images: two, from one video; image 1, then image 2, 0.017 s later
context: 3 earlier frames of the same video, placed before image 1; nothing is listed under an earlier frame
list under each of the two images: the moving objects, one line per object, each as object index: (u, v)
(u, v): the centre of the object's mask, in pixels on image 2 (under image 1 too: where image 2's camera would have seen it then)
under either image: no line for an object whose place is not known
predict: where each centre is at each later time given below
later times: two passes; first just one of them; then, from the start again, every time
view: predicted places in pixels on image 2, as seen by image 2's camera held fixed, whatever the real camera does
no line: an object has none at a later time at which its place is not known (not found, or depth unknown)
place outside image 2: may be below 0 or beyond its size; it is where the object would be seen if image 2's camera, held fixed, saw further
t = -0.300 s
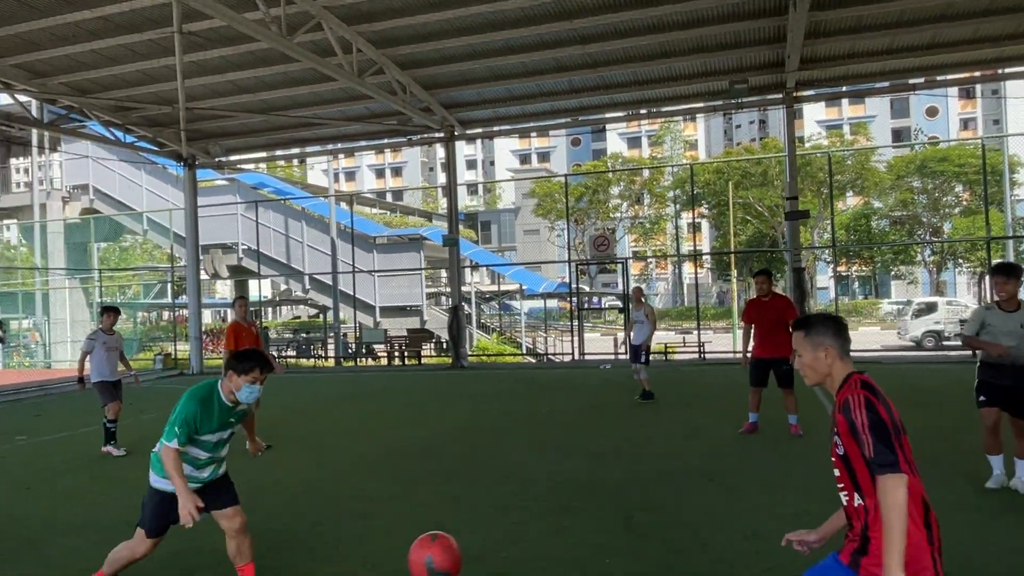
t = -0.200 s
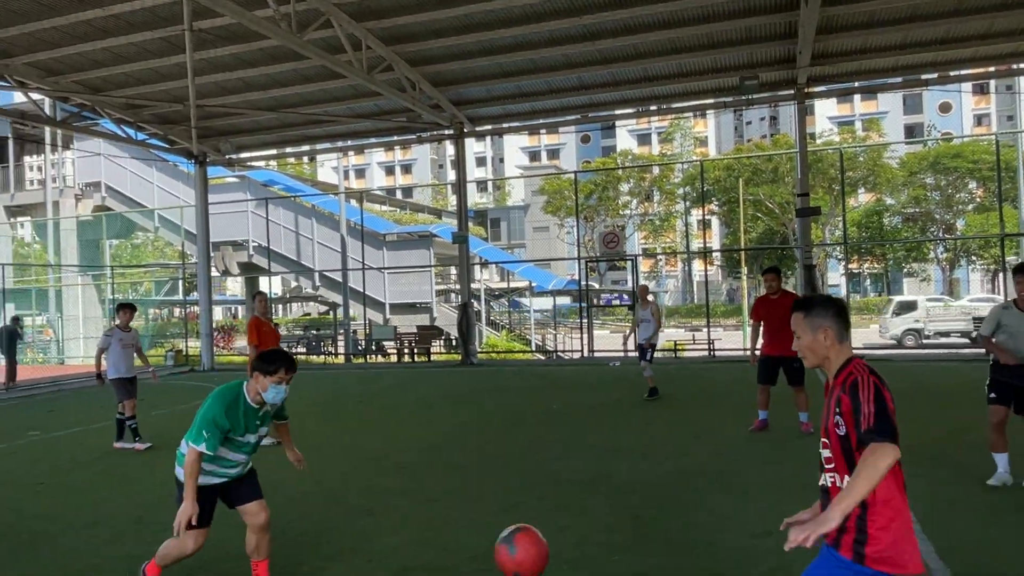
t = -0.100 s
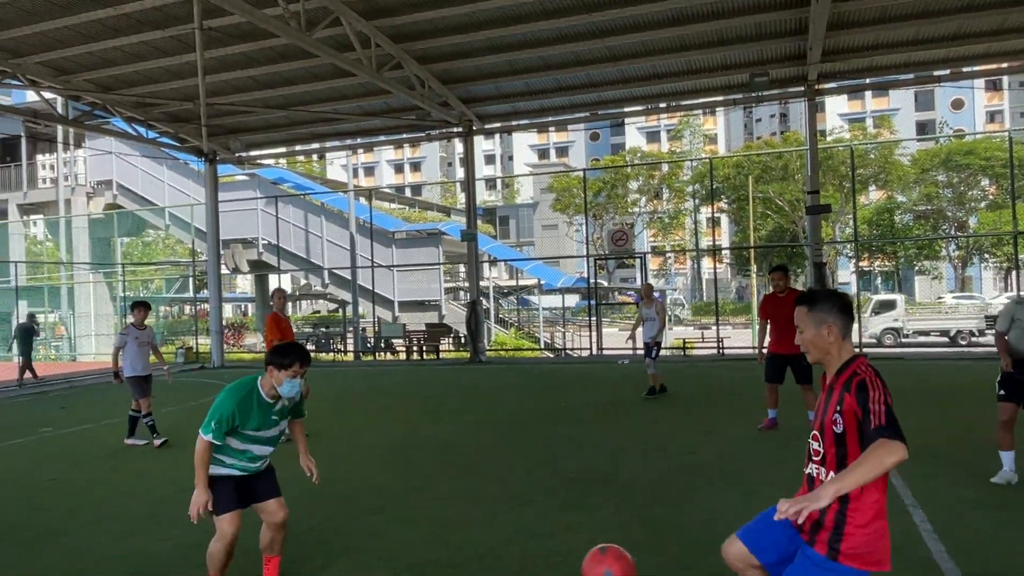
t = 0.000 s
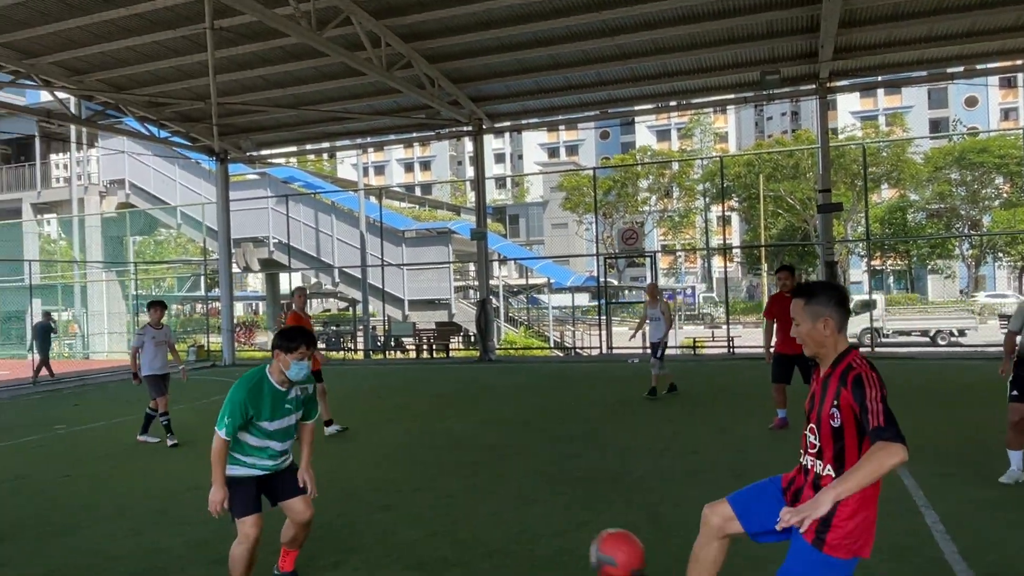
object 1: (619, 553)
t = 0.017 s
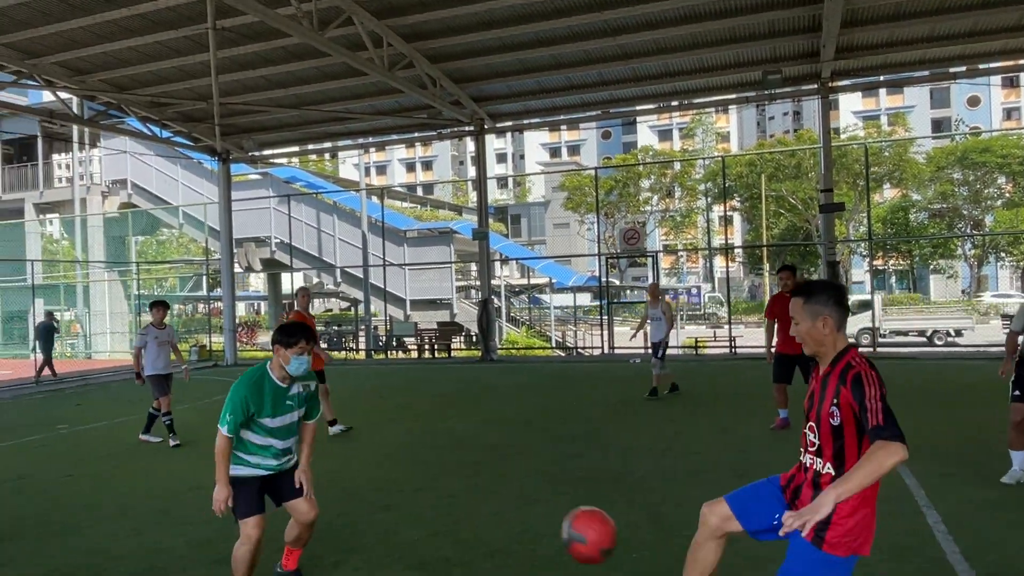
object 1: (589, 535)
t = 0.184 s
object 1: (315, 364)
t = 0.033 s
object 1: (559, 513)
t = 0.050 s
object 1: (530, 493)
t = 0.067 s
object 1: (501, 473)
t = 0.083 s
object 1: (473, 455)
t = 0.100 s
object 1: (446, 437)
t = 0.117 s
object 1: (418, 420)
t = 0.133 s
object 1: (392, 405)
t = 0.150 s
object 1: (366, 390)
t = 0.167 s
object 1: (340, 377)
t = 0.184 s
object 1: (315, 364)
